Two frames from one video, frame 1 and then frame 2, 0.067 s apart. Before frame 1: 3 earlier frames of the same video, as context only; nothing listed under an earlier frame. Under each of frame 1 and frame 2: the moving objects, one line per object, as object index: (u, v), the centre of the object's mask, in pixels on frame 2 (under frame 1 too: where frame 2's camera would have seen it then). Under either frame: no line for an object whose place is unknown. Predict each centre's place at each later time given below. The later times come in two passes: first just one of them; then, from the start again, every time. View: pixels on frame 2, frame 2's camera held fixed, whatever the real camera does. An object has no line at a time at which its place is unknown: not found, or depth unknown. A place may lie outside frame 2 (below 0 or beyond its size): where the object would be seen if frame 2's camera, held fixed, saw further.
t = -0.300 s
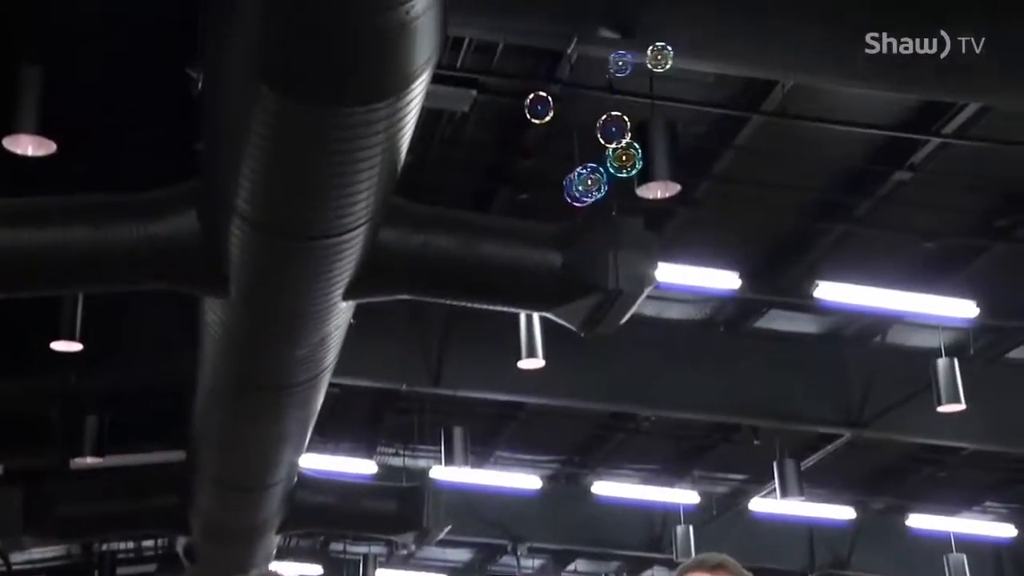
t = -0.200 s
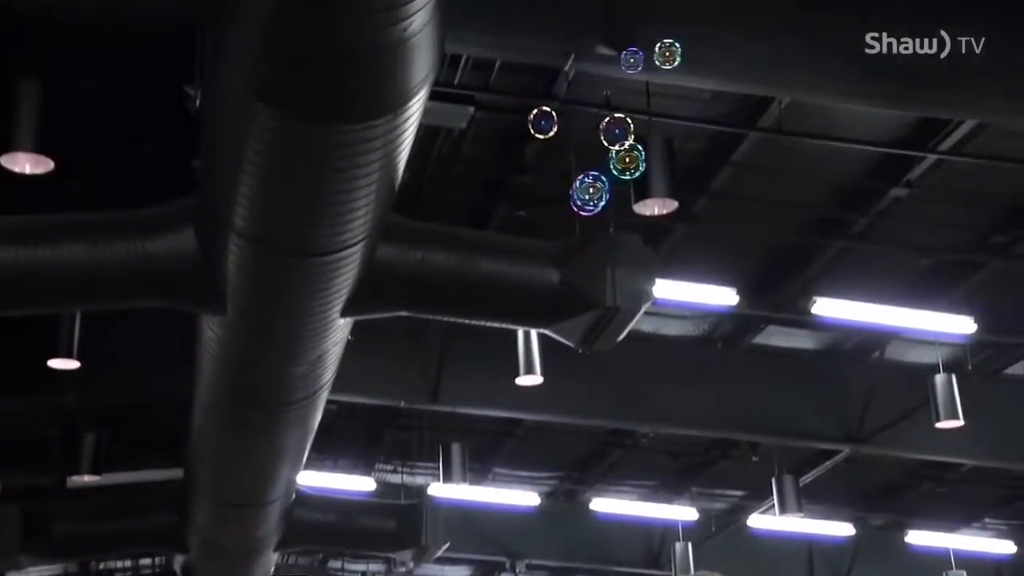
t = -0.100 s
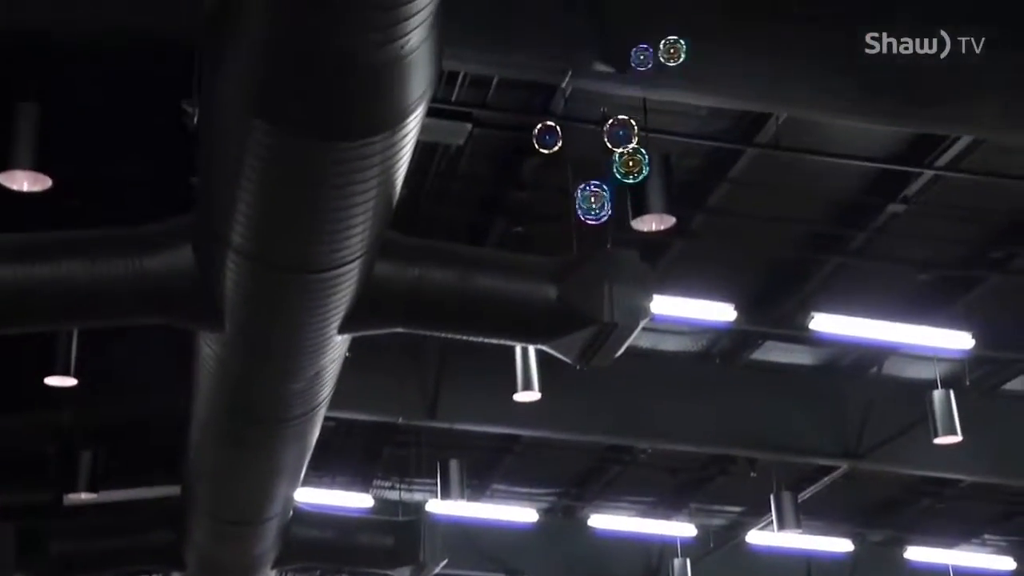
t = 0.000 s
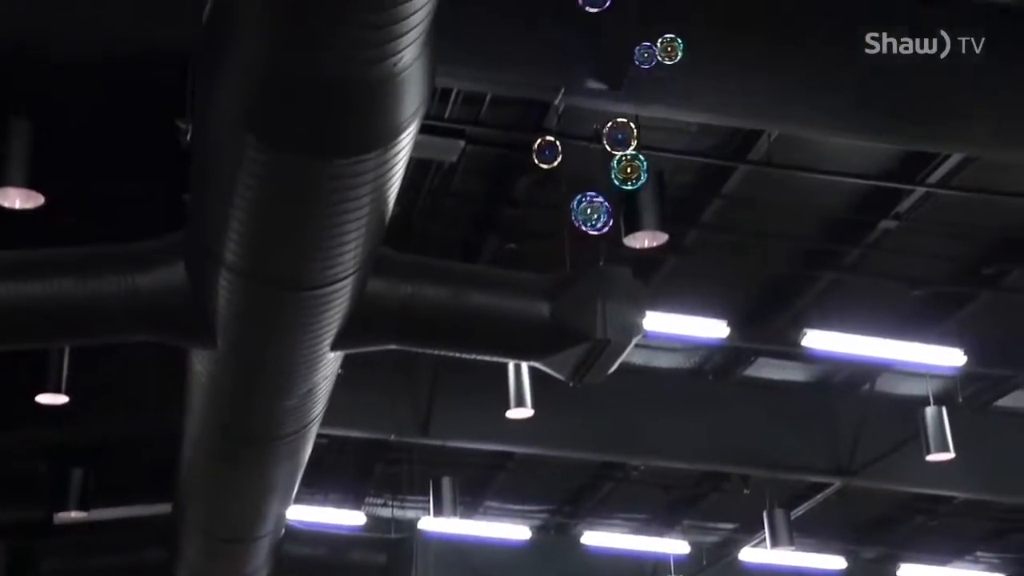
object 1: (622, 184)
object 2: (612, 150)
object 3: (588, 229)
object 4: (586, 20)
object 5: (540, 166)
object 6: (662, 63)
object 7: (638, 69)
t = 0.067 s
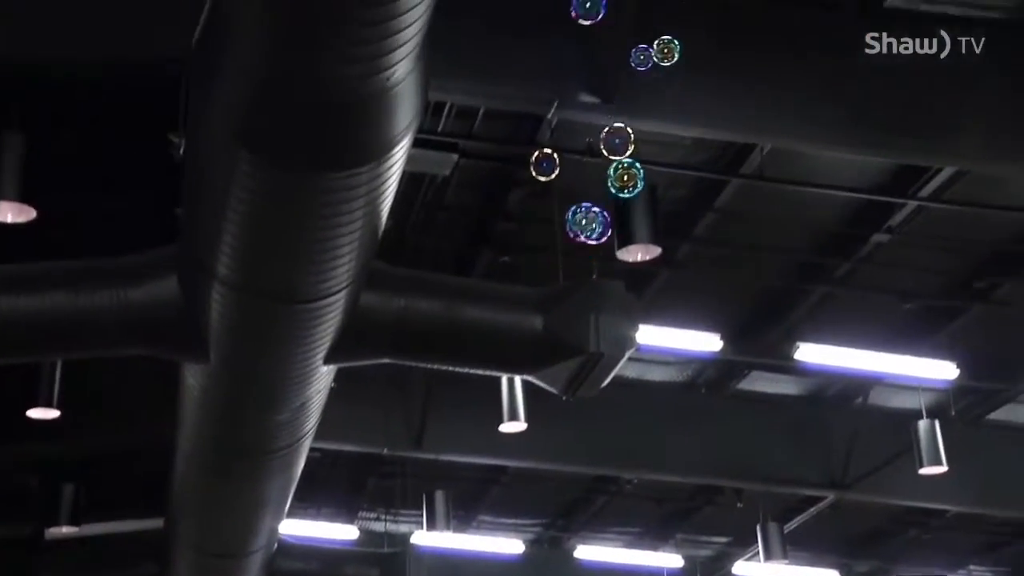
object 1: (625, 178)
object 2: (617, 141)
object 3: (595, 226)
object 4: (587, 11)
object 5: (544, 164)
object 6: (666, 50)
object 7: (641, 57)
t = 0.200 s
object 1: (634, 168)
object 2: (625, 124)
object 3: (604, 220)
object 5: (554, 162)
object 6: (671, 26)
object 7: (650, 33)
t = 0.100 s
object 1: (627, 175)
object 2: (619, 137)
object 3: (597, 224)
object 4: (588, 6)
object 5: (547, 164)
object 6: (667, 44)
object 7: (643, 51)
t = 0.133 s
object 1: (629, 172)
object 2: (621, 132)
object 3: (599, 223)
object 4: (589, 3)
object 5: (549, 163)
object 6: (669, 38)
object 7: (645, 45)
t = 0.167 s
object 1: (631, 170)
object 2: (623, 128)
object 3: (601, 221)
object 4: (589, 1)
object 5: (551, 163)
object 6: (670, 32)
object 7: (647, 39)
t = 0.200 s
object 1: (634, 168)
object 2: (625, 124)
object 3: (604, 220)
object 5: (554, 162)
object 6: (671, 26)
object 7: (650, 33)
